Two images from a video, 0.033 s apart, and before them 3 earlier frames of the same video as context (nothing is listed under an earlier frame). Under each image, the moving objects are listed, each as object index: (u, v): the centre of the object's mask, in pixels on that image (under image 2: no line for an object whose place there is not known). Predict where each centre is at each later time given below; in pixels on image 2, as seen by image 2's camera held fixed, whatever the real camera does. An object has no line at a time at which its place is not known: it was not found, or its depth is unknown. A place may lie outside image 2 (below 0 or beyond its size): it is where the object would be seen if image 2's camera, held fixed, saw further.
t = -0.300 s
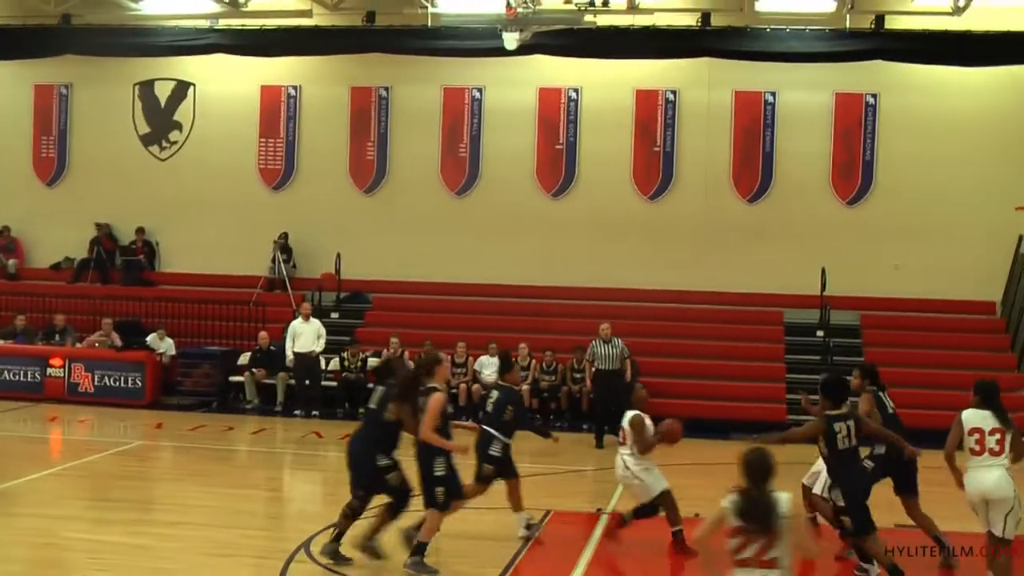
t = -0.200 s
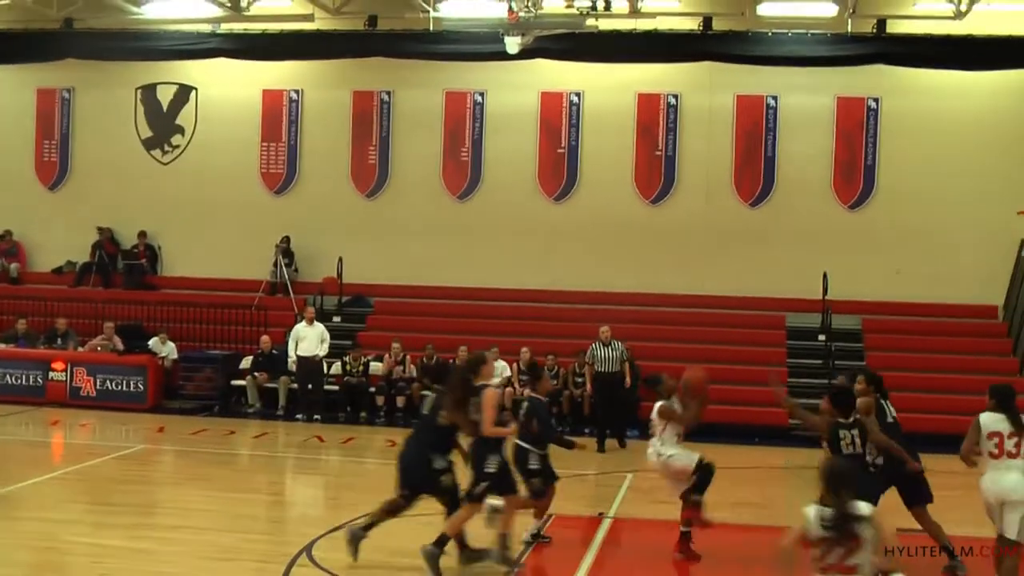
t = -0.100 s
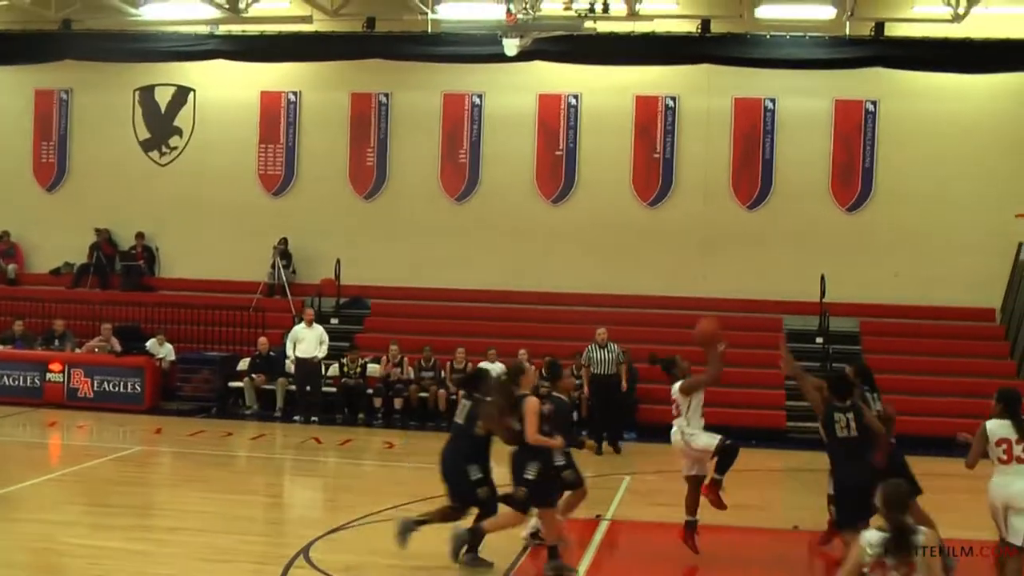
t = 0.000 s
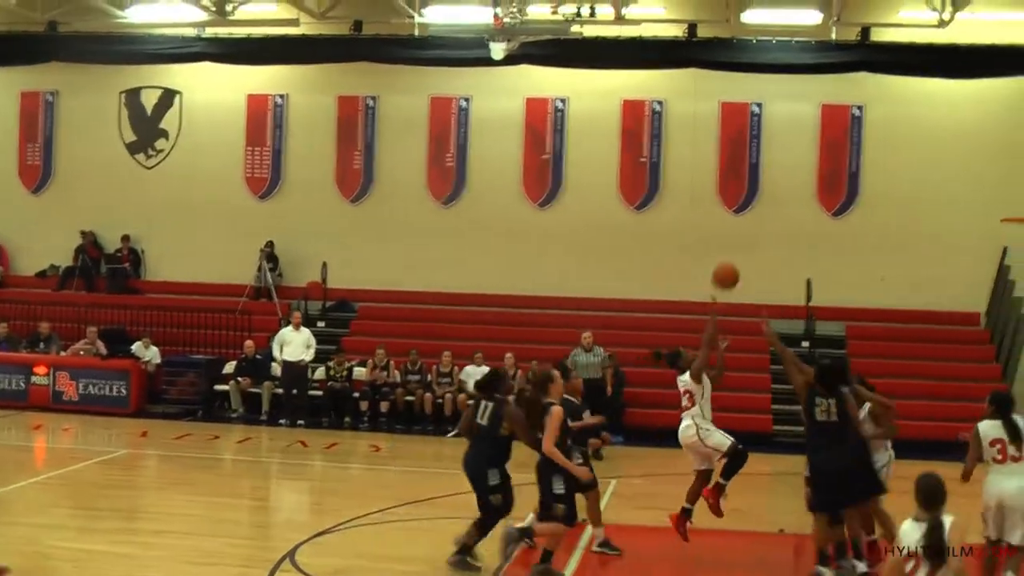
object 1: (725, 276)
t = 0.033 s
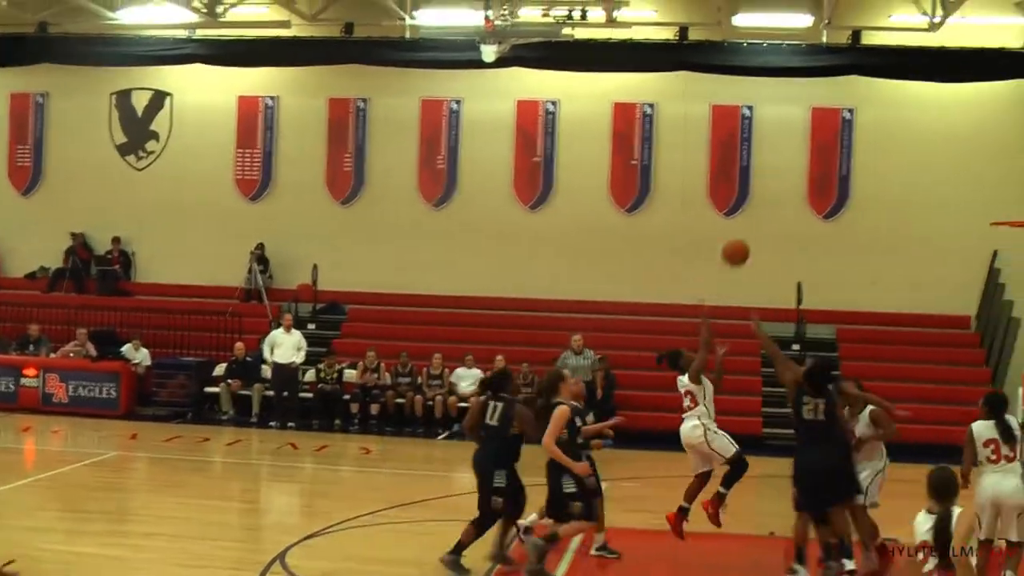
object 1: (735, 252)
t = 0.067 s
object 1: (752, 236)
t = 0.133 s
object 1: (781, 205)
